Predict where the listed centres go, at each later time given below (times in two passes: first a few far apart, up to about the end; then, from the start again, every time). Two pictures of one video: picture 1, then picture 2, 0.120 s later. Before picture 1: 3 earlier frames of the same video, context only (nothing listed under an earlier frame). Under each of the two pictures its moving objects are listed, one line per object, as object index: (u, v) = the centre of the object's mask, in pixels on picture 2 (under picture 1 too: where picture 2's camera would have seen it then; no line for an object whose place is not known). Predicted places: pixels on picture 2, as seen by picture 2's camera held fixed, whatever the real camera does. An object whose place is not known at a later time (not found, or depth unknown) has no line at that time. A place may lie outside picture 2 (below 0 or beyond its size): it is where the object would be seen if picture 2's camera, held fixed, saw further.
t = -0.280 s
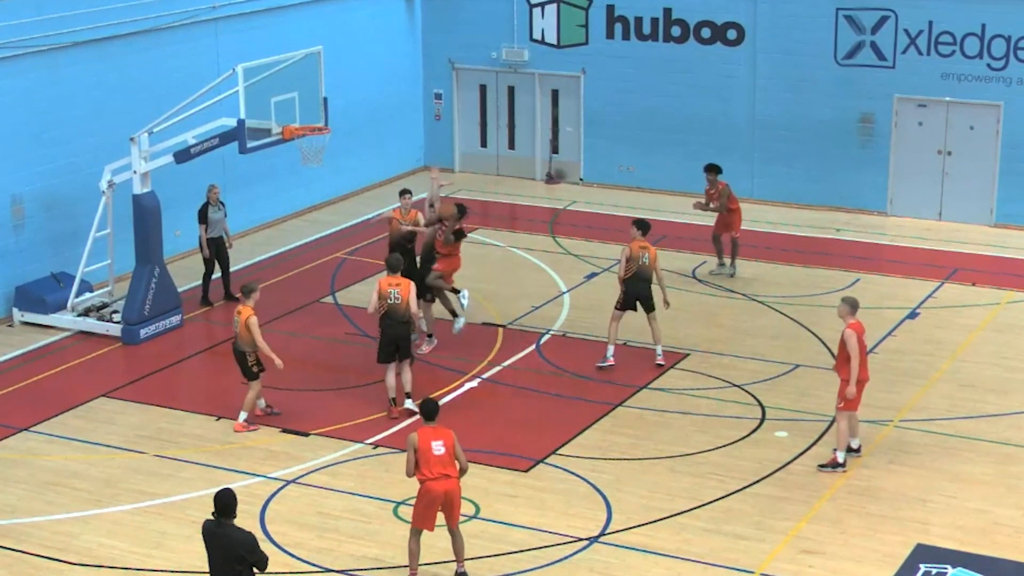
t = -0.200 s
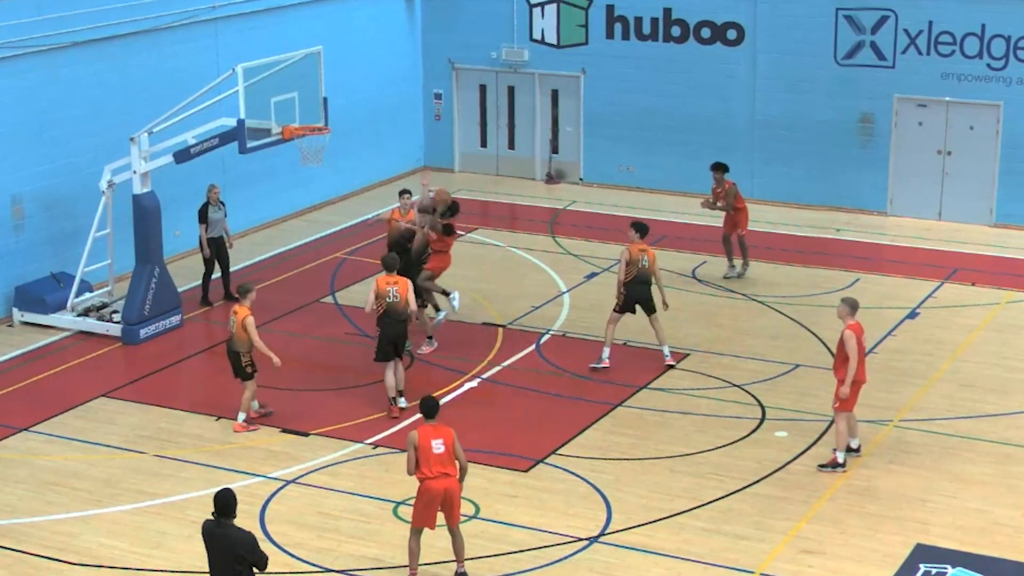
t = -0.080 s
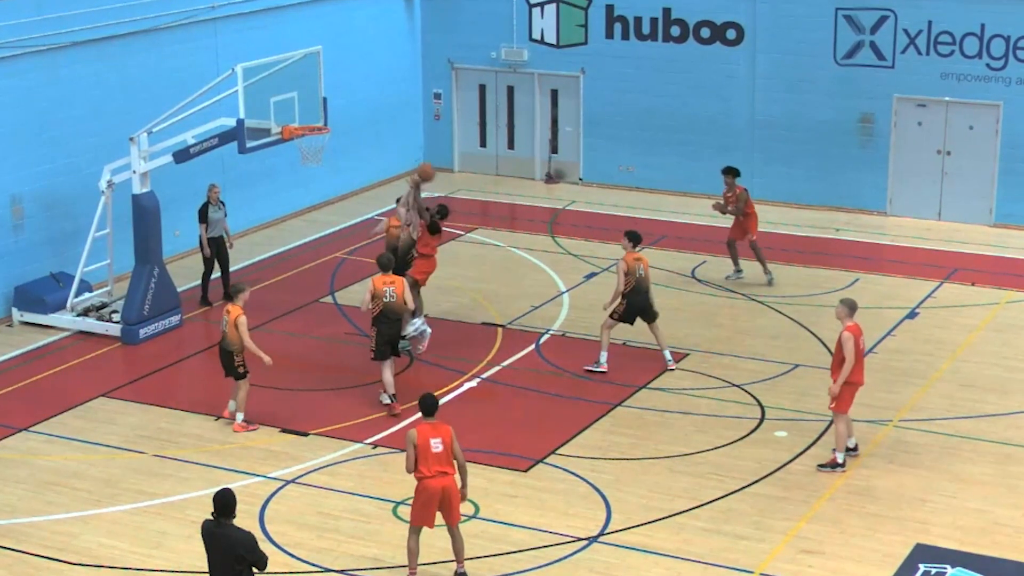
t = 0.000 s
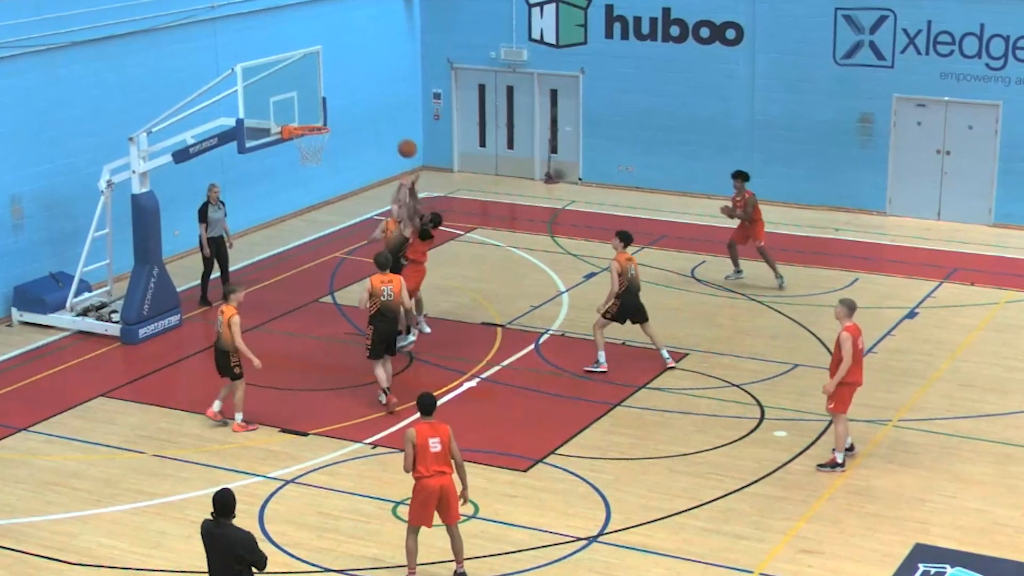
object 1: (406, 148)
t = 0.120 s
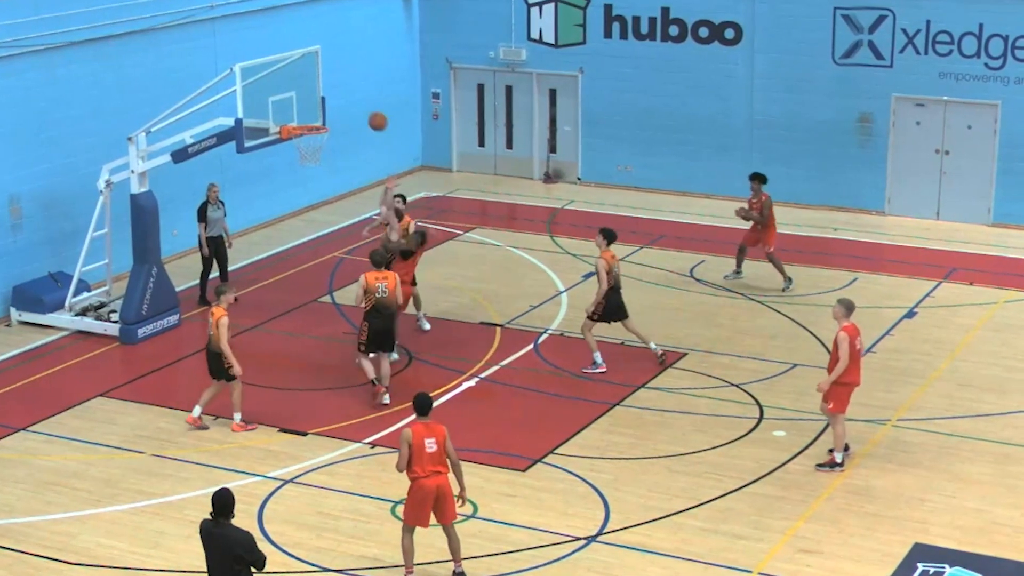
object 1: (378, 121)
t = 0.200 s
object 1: (359, 110)
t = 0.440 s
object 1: (304, 105)
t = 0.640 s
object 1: (308, 132)
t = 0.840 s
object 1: (323, 150)
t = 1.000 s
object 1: (323, 162)
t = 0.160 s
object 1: (368, 115)
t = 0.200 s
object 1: (359, 110)
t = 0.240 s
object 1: (349, 106)
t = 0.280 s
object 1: (340, 103)
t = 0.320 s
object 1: (331, 102)
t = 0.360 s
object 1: (322, 102)
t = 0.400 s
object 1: (314, 103)
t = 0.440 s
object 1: (304, 105)
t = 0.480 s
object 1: (296, 108)
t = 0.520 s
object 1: (292, 113)
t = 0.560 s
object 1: (297, 118)
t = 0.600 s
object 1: (303, 124)
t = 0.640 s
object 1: (308, 132)
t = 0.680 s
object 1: (314, 142)
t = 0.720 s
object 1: (318, 148)
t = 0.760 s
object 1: (321, 149)
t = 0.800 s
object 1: (322, 149)
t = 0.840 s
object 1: (323, 150)
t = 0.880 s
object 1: (323, 151)
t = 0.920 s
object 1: (323, 153)
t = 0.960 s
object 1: (323, 157)
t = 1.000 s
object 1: (323, 162)
